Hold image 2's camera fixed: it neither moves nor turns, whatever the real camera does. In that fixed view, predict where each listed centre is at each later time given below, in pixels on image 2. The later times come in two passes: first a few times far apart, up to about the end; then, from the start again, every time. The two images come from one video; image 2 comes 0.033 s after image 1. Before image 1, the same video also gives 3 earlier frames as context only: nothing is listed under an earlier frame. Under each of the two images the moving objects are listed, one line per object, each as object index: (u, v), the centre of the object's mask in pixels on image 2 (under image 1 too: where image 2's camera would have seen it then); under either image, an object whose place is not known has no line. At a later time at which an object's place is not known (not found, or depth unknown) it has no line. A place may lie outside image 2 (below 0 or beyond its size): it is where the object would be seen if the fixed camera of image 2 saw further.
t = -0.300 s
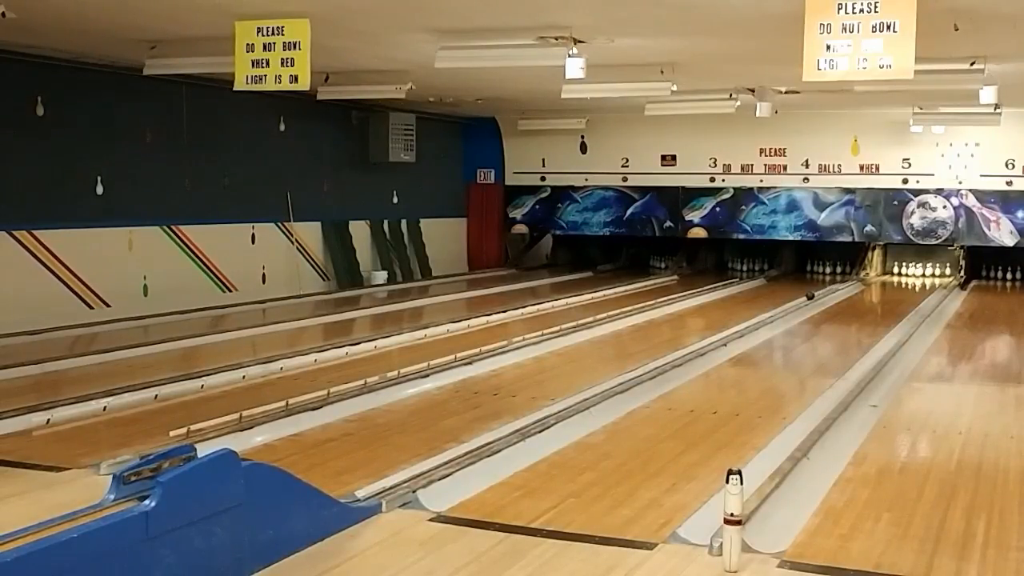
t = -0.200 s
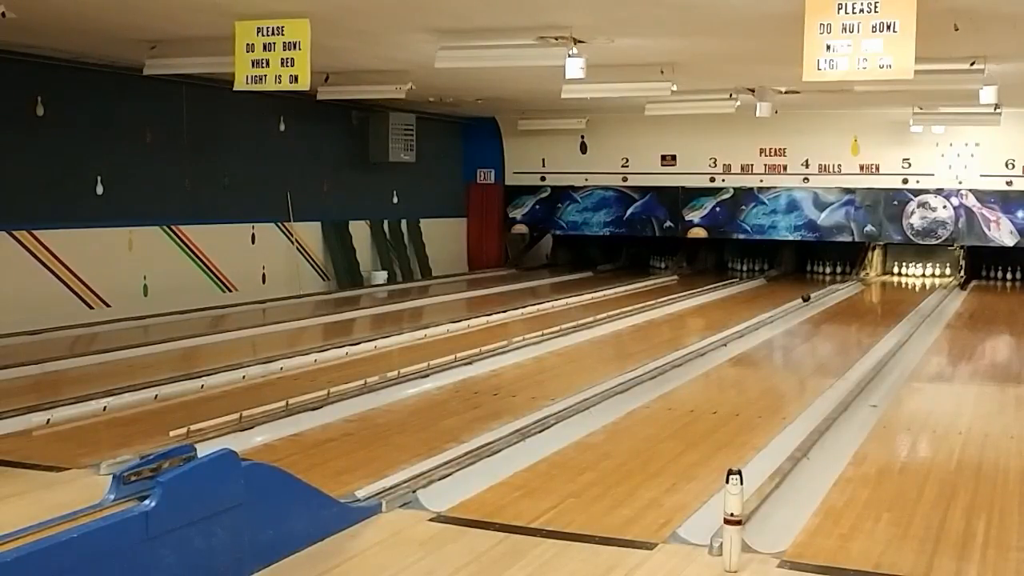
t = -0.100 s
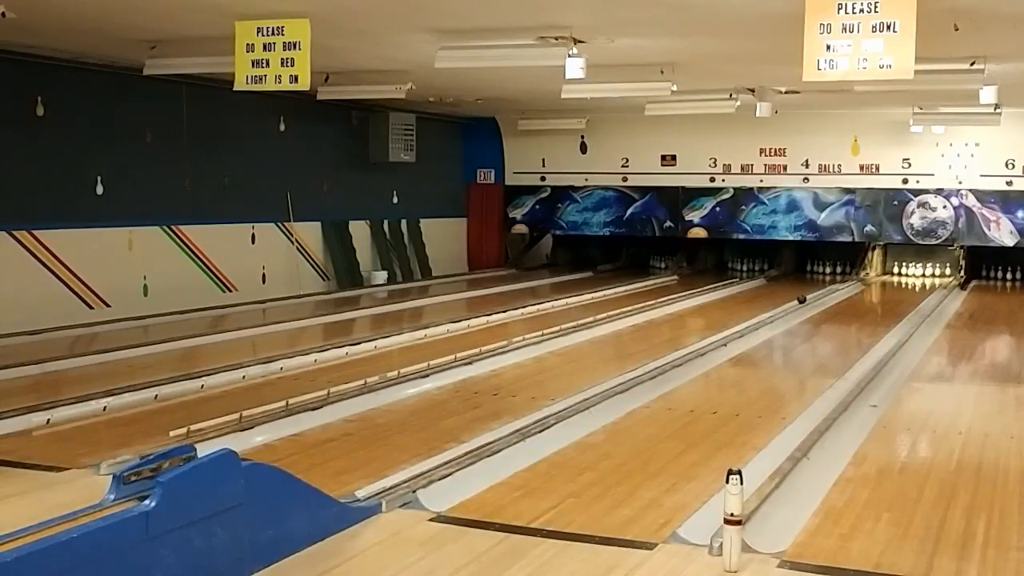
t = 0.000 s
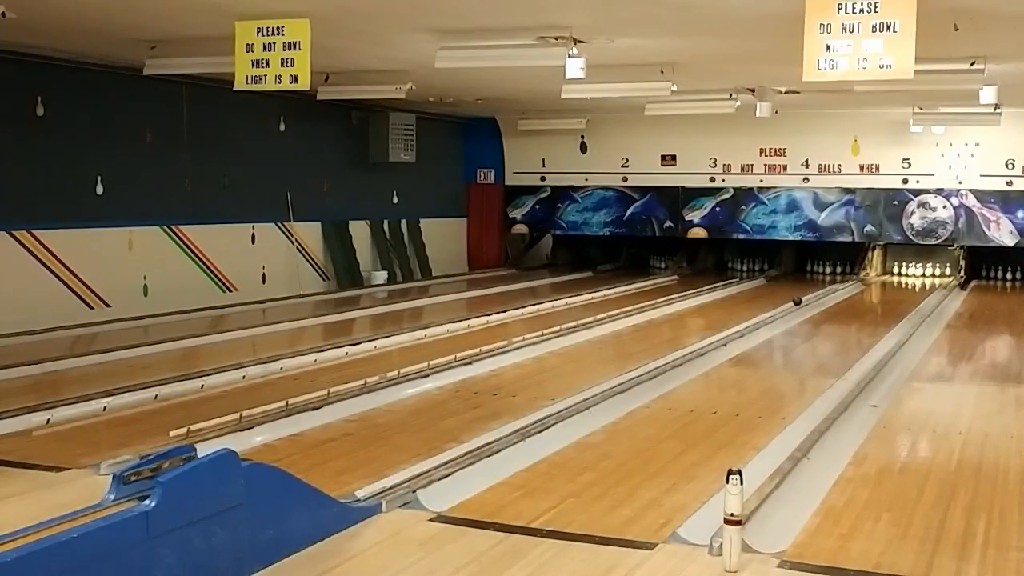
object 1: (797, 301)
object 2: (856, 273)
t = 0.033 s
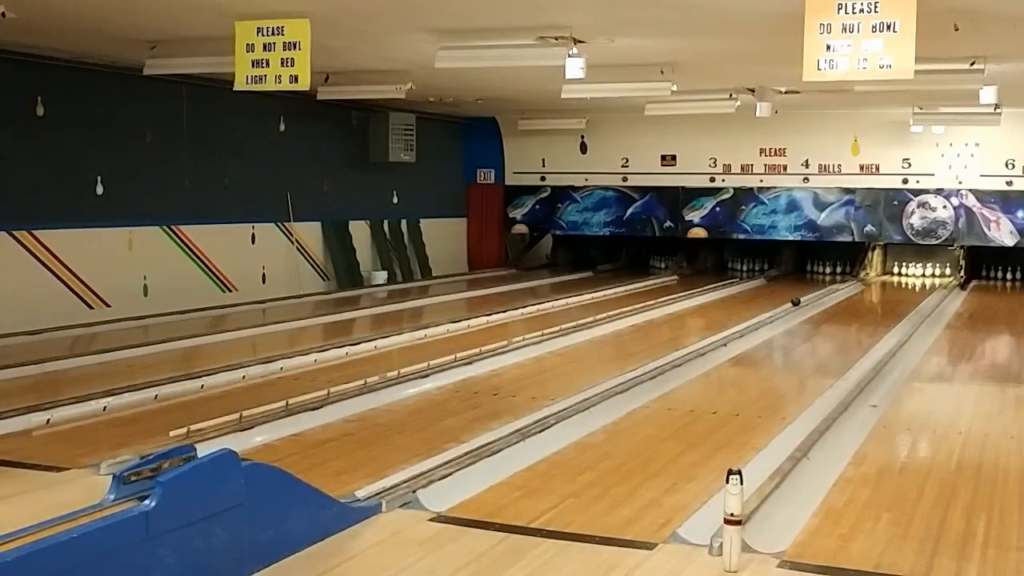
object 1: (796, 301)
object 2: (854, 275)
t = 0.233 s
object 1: (786, 305)
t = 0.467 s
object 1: (774, 311)
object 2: (842, 282)
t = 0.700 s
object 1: (762, 316)
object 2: (835, 285)
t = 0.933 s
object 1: (748, 322)
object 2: (827, 288)
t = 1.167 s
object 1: (732, 329)
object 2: (819, 291)
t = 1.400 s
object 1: (716, 336)
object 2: (810, 295)
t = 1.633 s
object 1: (697, 344)
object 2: (801, 299)
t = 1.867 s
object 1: (675, 353)
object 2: (790, 303)
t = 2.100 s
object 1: (652, 364)
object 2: (779, 308)
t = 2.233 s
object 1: (637, 370)
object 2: (772, 311)
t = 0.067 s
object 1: (794, 302)
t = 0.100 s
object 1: (793, 303)
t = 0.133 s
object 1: (791, 303)
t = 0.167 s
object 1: (789, 304)
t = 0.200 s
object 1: (788, 305)
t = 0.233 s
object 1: (786, 305)
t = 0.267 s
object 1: (785, 306)
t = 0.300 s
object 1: (783, 307)
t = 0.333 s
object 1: (781, 308)
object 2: (846, 282)
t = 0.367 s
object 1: (779, 308)
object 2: (845, 281)
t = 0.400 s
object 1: (778, 309)
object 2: (844, 281)
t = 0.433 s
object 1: (776, 310)
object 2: (843, 282)
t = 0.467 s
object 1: (774, 311)
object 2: (842, 282)
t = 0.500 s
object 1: (773, 312)
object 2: (841, 283)
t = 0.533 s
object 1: (771, 312)
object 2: (840, 283)
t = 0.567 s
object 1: (769, 313)
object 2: (839, 283)
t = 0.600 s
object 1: (767, 314)
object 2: (838, 284)
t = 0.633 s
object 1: (765, 315)
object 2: (837, 284)
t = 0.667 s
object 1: (763, 315)
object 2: (836, 285)
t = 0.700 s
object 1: (762, 316)
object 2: (835, 285)
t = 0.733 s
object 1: (760, 317)
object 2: (834, 285)
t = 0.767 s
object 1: (758, 318)
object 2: (833, 285)
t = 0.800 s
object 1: (756, 319)
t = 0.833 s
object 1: (754, 320)
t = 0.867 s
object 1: (752, 320)
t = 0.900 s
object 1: (750, 321)
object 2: (829, 288)
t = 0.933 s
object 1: (748, 322)
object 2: (827, 288)
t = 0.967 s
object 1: (746, 323)
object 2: (826, 289)
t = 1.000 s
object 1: (743, 324)
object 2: (825, 289)
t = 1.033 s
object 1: (742, 325)
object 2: (824, 290)
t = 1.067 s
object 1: (739, 326)
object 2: (823, 290)
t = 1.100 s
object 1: (737, 327)
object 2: (822, 291)
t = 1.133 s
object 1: (735, 328)
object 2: (821, 291)
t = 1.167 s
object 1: (732, 329)
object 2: (819, 291)
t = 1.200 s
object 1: (730, 330)
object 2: (818, 292)
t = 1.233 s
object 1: (728, 331)
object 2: (817, 292)
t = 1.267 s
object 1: (725, 332)
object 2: (816, 293)
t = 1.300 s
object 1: (723, 333)
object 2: (814, 293)
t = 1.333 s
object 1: (720, 334)
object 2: (813, 294)
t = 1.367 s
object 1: (718, 335)
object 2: (812, 294)
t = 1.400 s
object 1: (716, 336)
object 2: (810, 295)
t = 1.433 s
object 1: (713, 337)
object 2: (809, 296)
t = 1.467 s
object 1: (710, 339)
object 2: (808, 296)
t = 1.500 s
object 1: (708, 340)
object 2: (807, 297)
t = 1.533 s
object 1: (705, 341)
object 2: (805, 298)
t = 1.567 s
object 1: (702, 342)
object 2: (804, 298)
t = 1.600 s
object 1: (699, 343)
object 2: (802, 299)
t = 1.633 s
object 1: (697, 344)
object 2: (801, 299)
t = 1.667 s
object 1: (694, 345)
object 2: (800, 300)
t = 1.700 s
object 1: (690, 347)
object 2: (798, 300)
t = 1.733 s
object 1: (687, 348)
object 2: (796, 301)
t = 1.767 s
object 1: (685, 349)
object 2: (795, 301)
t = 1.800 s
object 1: (682, 351)
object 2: (793, 302)
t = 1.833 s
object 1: (678, 352)
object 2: (792, 303)
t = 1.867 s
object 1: (675, 353)
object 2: (790, 303)
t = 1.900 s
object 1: (672, 355)
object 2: (789, 304)
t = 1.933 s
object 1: (669, 356)
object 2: (787, 305)
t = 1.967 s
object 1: (666, 358)
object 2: (785, 305)
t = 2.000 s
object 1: (662, 359)
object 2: (784, 306)
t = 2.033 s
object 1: (659, 361)
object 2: (782, 307)
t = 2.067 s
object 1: (655, 362)
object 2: (781, 308)
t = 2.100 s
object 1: (652, 364)
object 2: (779, 308)
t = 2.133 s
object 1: (648, 366)
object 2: (777, 309)
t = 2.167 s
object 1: (644, 367)
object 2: (776, 310)
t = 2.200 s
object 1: (641, 369)
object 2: (774, 310)
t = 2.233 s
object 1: (637, 370)
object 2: (772, 311)
